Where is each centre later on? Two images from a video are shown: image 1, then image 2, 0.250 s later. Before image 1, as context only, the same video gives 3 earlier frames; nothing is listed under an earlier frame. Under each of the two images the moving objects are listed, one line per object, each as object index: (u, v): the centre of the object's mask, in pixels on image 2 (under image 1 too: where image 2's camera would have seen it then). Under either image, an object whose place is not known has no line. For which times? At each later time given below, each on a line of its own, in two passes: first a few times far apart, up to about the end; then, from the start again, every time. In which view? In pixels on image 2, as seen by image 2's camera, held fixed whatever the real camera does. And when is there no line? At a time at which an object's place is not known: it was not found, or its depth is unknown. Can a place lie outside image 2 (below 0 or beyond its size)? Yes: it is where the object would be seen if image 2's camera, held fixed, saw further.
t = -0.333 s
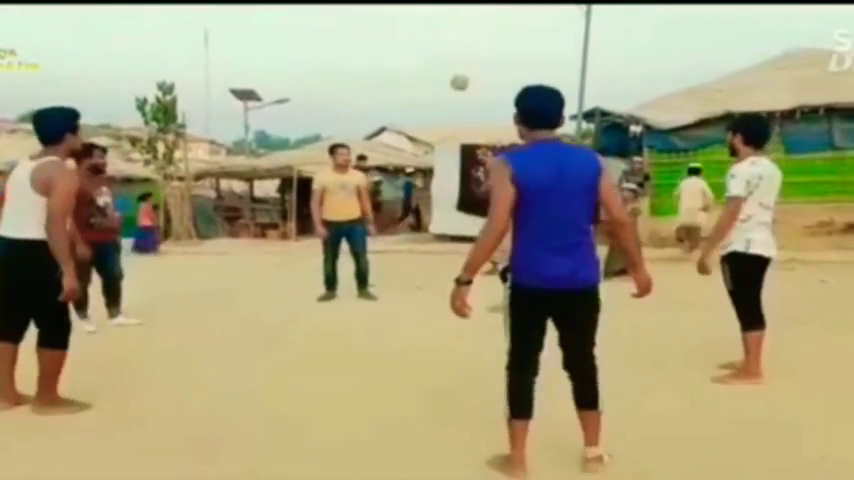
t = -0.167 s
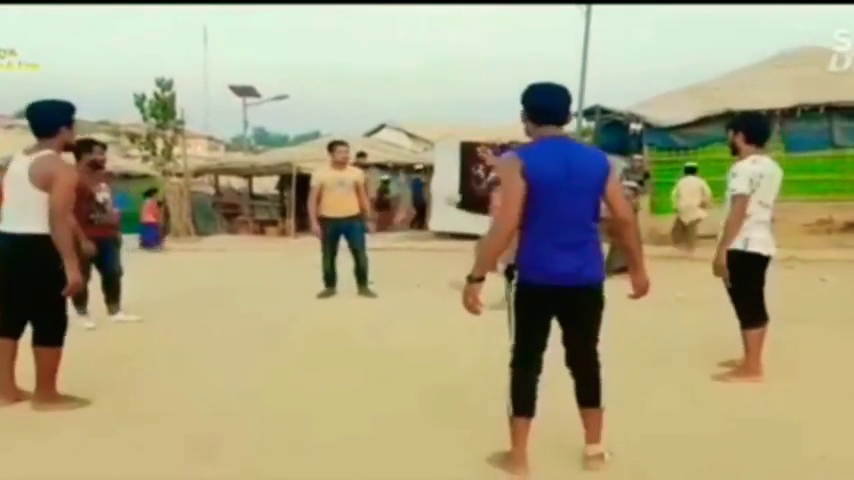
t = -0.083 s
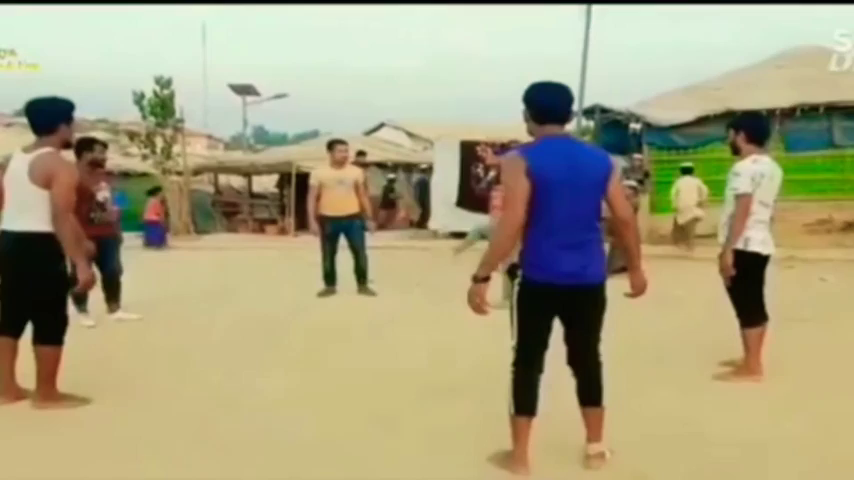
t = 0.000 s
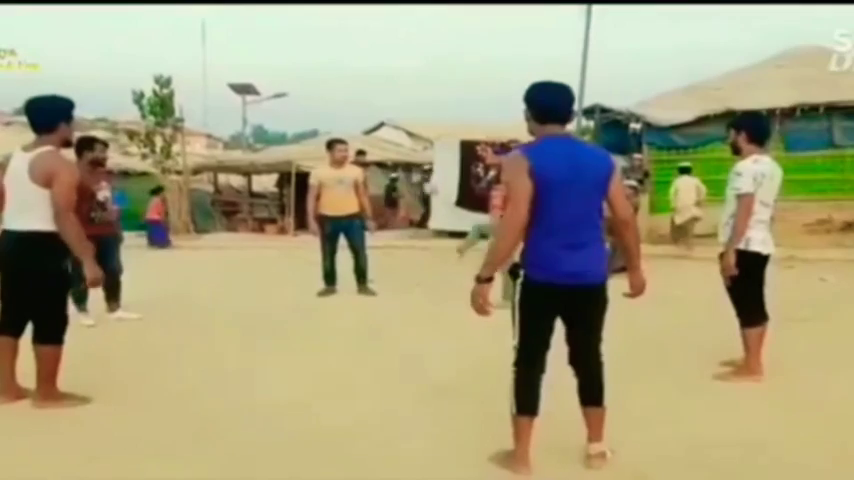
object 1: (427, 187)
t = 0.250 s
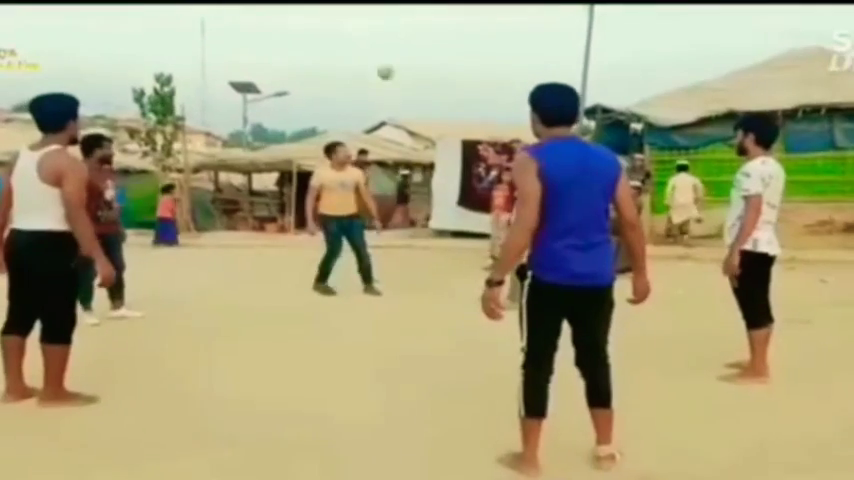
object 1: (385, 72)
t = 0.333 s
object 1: (375, 57)
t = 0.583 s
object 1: (337, 39)
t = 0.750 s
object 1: (320, 55)
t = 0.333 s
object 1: (375, 57)
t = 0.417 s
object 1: (361, 42)
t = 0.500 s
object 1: (351, 37)
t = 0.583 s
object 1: (337, 39)
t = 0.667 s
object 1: (329, 45)
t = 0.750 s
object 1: (320, 55)
